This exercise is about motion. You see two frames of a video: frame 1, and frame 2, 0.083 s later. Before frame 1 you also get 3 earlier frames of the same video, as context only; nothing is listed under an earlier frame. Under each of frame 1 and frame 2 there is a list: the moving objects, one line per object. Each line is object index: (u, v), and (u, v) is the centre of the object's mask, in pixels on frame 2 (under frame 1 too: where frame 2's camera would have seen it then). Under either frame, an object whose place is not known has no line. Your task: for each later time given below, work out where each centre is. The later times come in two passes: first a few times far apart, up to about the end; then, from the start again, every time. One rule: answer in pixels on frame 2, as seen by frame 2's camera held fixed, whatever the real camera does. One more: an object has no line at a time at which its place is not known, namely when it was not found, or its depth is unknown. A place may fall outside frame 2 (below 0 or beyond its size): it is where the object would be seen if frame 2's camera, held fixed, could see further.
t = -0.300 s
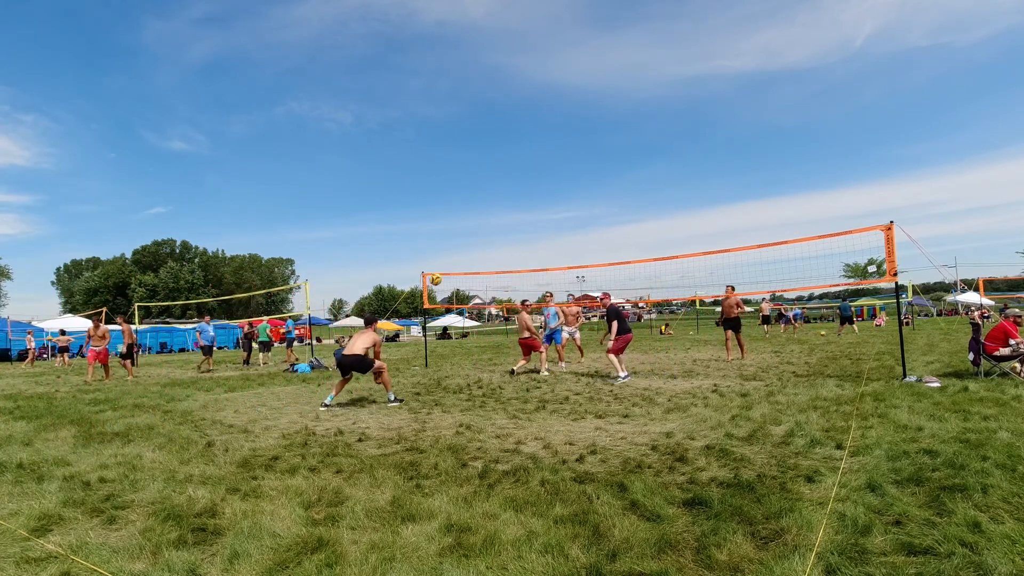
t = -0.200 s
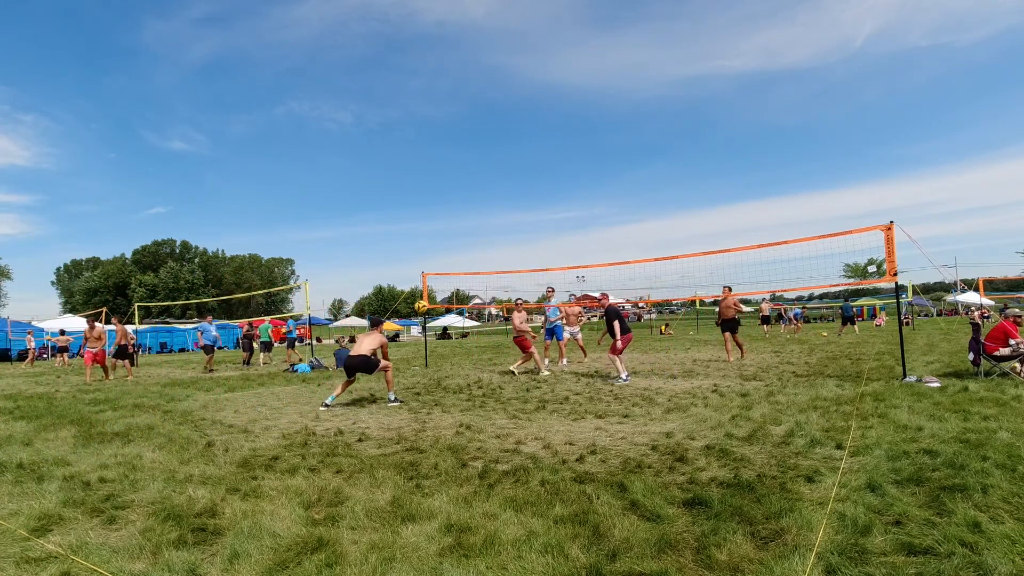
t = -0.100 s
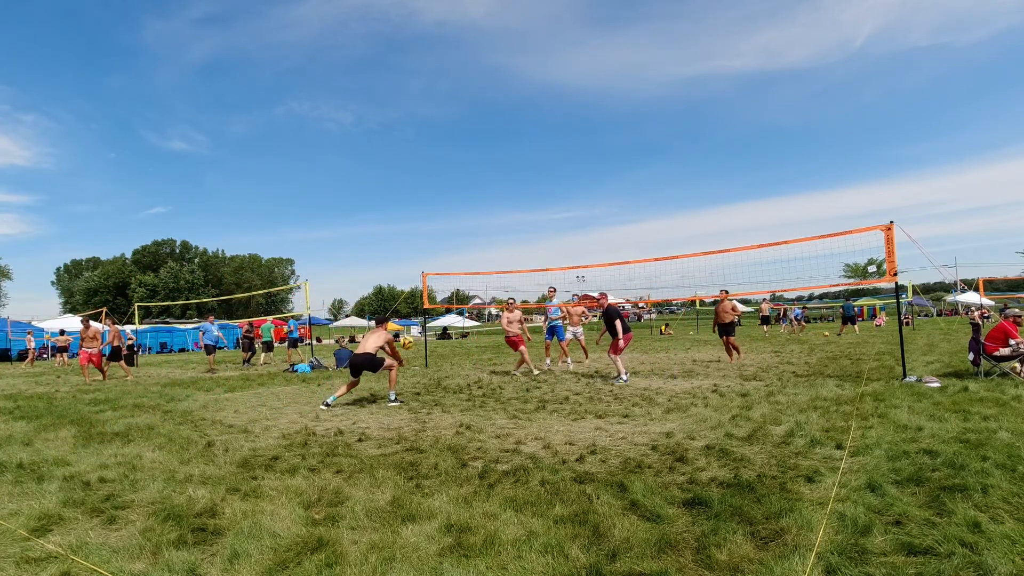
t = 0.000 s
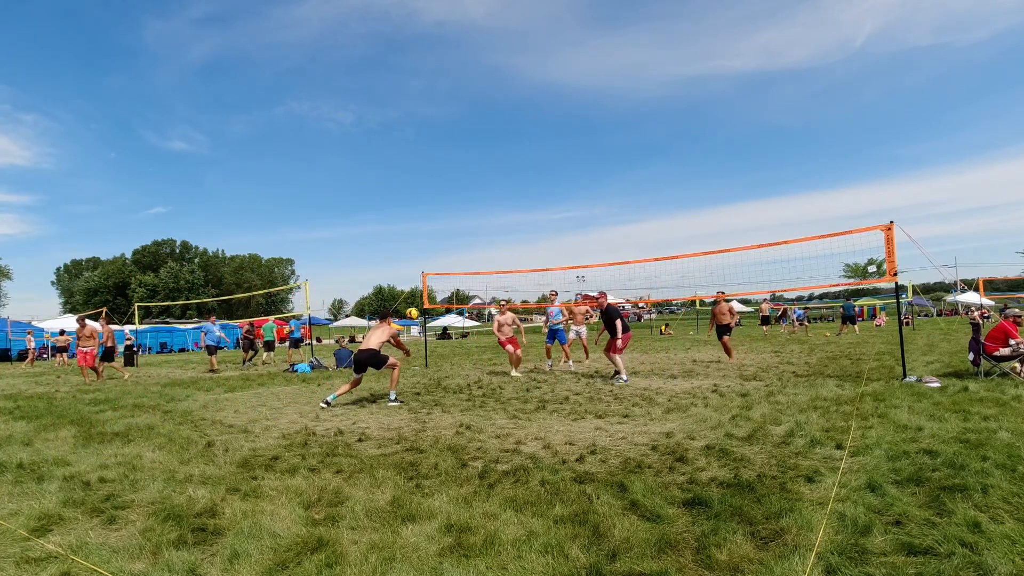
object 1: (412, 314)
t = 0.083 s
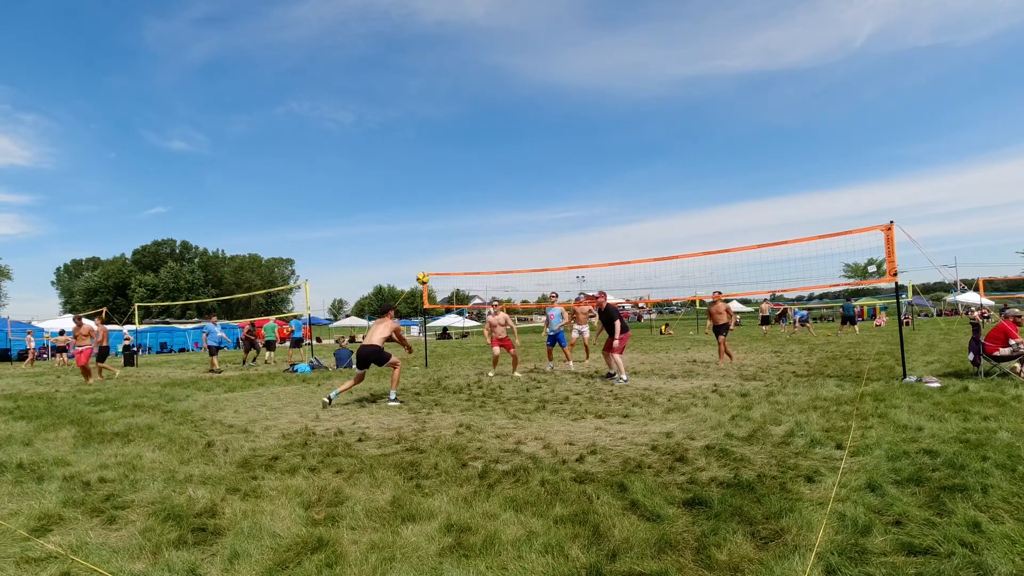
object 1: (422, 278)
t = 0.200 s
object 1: (436, 236)
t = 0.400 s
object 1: (459, 186)
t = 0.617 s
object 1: (480, 160)
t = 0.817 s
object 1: (498, 162)
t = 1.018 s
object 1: (516, 185)
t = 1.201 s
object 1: (532, 226)
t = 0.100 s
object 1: (424, 272)
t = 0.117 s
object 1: (427, 265)
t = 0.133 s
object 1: (428, 259)
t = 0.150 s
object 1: (430, 253)
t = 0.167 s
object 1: (432, 247)
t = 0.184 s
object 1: (434, 241)
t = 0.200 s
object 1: (436, 236)
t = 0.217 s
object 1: (438, 231)
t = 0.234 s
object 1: (440, 226)
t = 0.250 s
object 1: (442, 221)
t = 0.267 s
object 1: (444, 216)
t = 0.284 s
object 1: (446, 211)
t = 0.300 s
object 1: (448, 208)
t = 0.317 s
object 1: (450, 203)
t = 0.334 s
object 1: (451, 199)
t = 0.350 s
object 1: (453, 196)
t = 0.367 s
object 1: (455, 192)
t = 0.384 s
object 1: (457, 189)
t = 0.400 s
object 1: (459, 186)
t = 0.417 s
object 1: (460, 183)
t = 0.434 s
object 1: (462, 180)
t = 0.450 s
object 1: (464, 177)
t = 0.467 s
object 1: (465, 175)
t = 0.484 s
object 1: (467, 173)
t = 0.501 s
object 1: (469, 171)
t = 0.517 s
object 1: (471, 169)
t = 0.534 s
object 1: (472, 167)
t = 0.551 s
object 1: (474, 165)
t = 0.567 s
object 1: (476, 164)
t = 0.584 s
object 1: (477, 162)
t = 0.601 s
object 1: (479, 161)
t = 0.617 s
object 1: (480, 160)
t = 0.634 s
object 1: (482, 159)
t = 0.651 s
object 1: (484, 159)
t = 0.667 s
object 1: (485, 158)
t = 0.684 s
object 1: (486, 158)
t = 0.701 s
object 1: (488, 158)
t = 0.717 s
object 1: (489, 158)
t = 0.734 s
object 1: (491, 158)
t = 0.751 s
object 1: (492, 159)
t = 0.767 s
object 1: (494, 159)
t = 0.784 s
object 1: (496, 160)
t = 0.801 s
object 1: (497, 161)
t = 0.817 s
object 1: (498, 162)
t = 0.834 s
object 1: (500, 163)
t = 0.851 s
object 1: (501, 164)
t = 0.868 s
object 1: (503, 165)
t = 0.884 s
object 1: (504, 167)
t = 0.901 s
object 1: (506, 169)
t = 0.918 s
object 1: (507, 171)
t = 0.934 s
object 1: (509, 173)
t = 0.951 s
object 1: (510, 175)
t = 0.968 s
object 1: (512, 178)
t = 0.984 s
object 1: (513, 180)
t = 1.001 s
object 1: (514, 183)
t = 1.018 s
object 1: (516, 185)
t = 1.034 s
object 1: (517, 188)
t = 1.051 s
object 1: (519, 191)
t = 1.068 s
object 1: (520, 195)
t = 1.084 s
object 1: (522, 198)
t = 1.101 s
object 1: (523, 201)
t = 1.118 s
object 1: (525, 205)
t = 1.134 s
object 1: (526, 209)
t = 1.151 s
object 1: (527, 213)
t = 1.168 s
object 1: (529, 217)
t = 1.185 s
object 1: (530, 221)
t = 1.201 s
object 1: (532, 226)
